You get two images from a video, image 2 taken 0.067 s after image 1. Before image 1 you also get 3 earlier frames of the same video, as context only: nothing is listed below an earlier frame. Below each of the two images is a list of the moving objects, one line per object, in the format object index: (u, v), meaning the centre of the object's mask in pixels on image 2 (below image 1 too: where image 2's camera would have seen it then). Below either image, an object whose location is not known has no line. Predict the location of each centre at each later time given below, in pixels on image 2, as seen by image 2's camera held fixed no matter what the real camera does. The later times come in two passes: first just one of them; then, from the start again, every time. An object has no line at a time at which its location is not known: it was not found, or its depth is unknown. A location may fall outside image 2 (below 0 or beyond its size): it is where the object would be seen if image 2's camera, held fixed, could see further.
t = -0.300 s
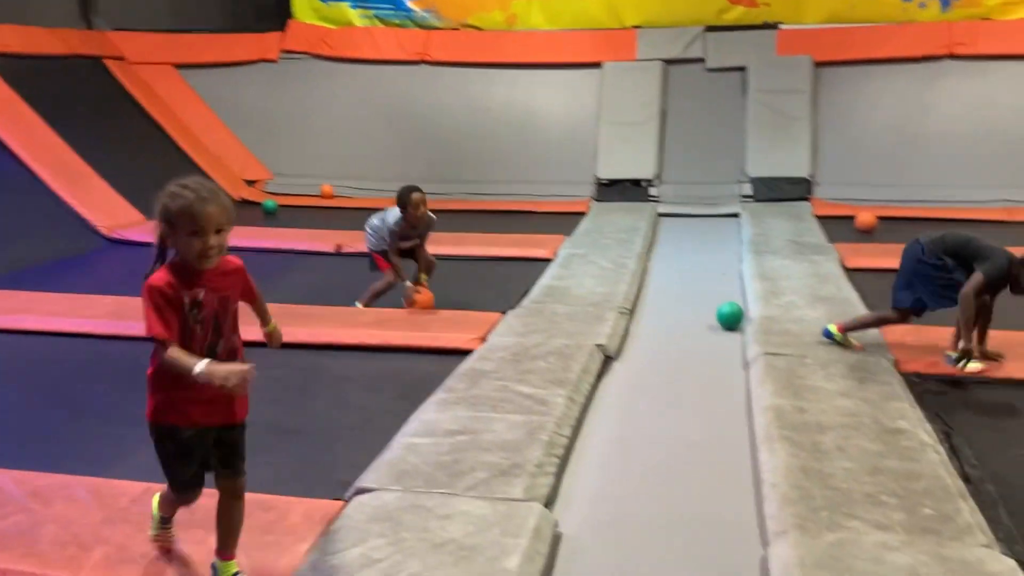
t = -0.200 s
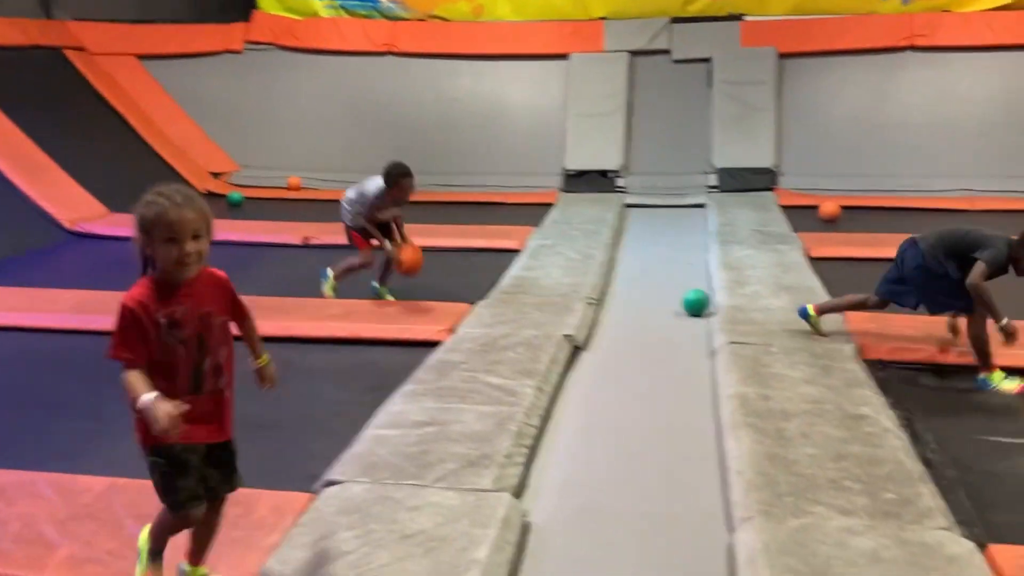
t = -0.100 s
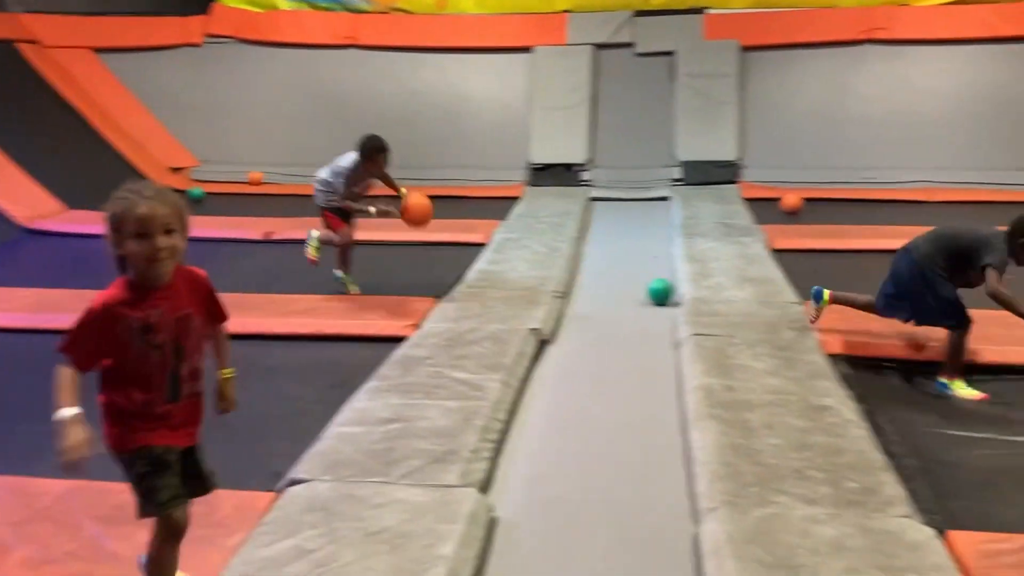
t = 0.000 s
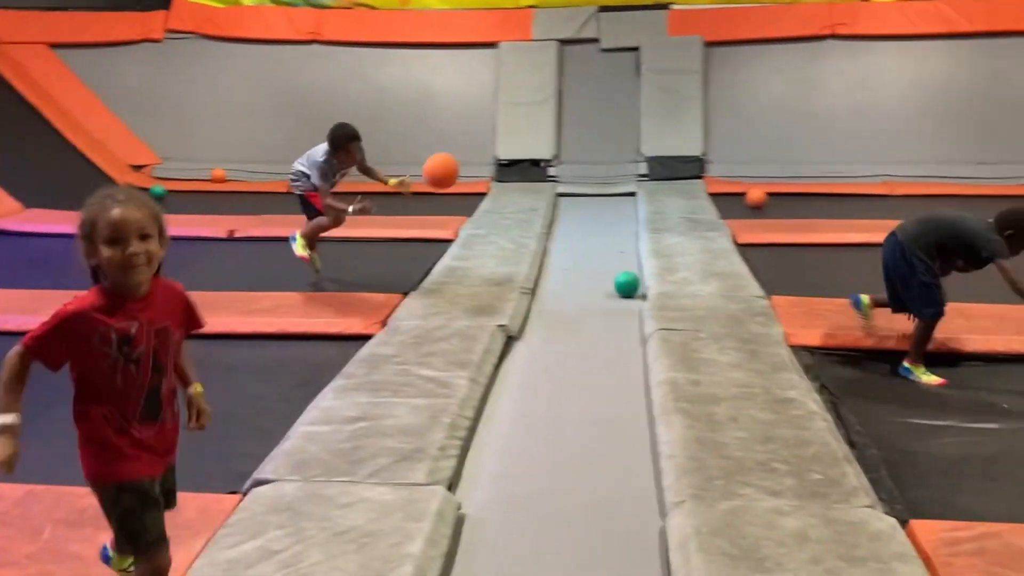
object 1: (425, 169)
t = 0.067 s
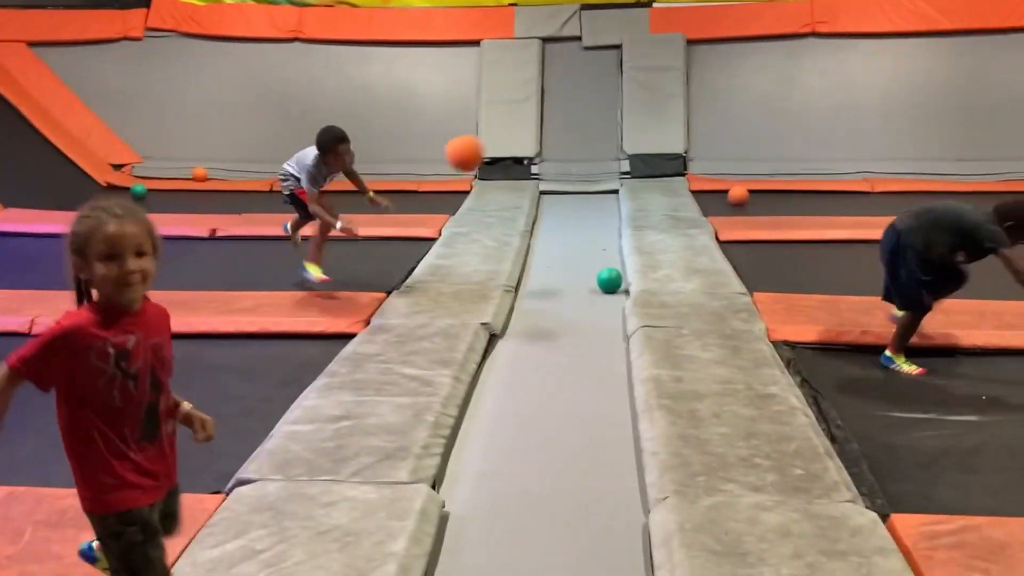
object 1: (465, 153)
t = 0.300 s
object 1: (624, 157)
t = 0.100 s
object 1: (485, 148)
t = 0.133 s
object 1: (508, 144)
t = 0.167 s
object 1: (531, 143)
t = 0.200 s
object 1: (554, 143)
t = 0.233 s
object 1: (576, 145)
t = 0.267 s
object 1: (599, 150)
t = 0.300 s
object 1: (624, 157)
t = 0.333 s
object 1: (648, 166)
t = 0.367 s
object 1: (672, 178)
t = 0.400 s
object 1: (697, 192)
